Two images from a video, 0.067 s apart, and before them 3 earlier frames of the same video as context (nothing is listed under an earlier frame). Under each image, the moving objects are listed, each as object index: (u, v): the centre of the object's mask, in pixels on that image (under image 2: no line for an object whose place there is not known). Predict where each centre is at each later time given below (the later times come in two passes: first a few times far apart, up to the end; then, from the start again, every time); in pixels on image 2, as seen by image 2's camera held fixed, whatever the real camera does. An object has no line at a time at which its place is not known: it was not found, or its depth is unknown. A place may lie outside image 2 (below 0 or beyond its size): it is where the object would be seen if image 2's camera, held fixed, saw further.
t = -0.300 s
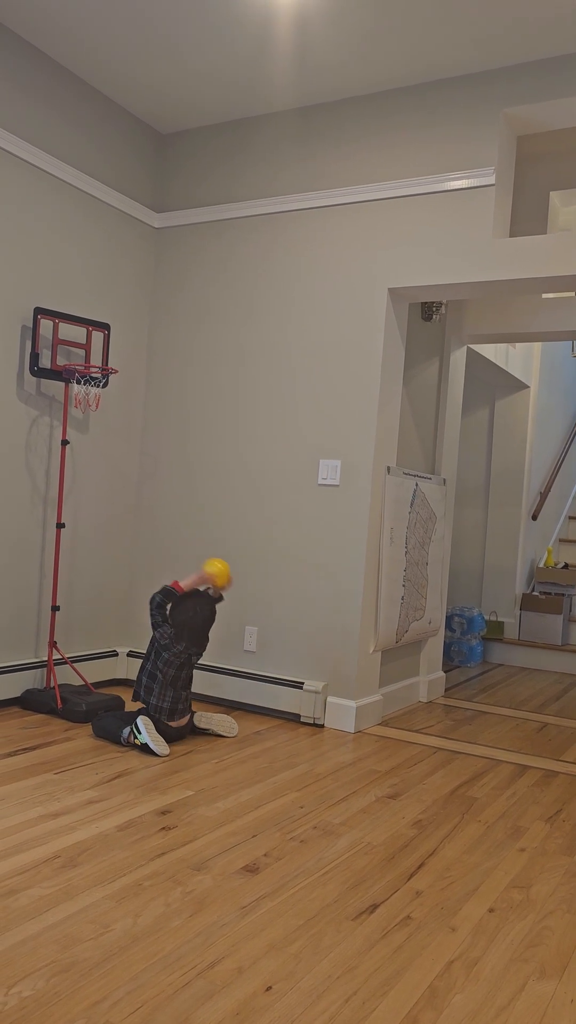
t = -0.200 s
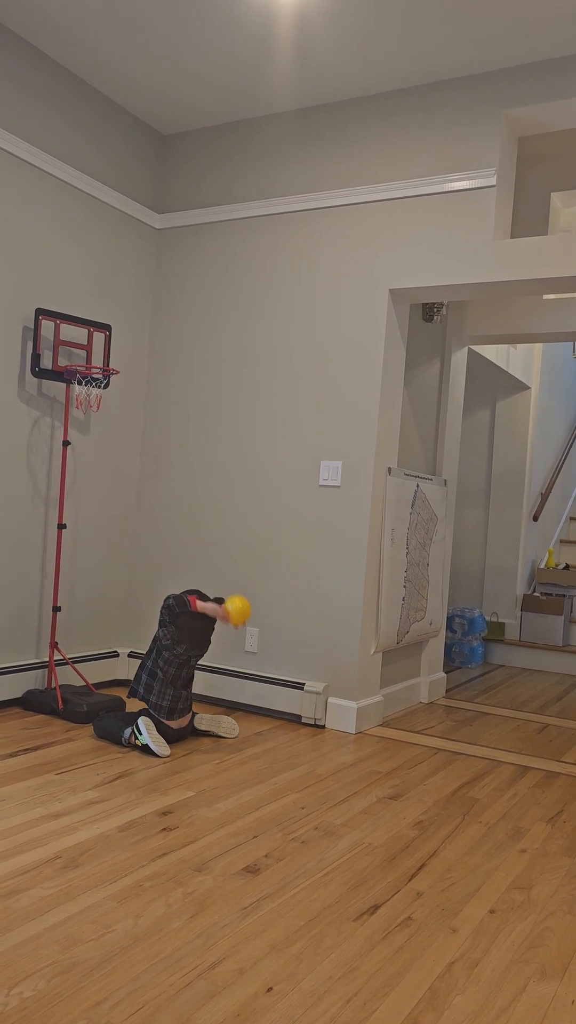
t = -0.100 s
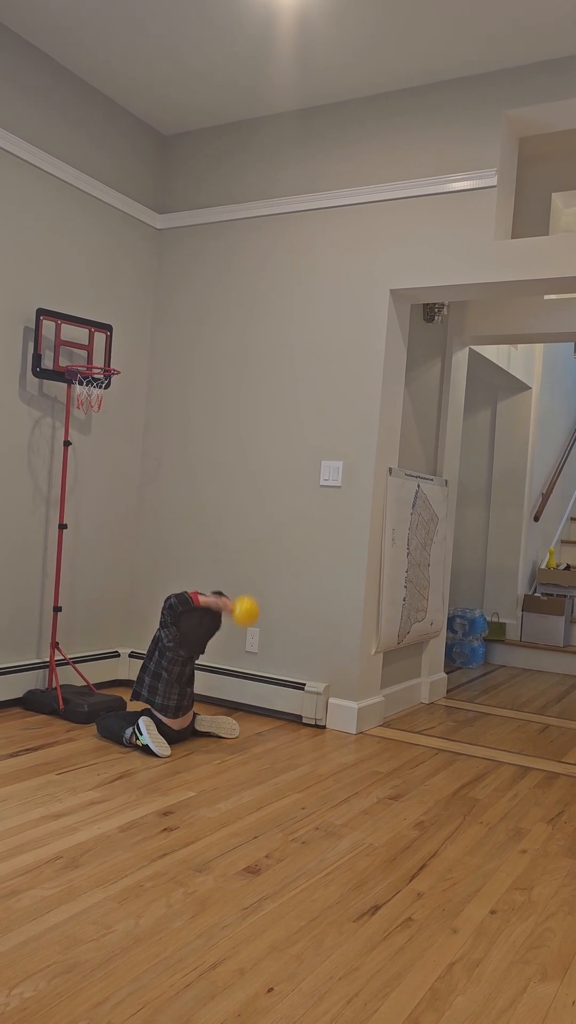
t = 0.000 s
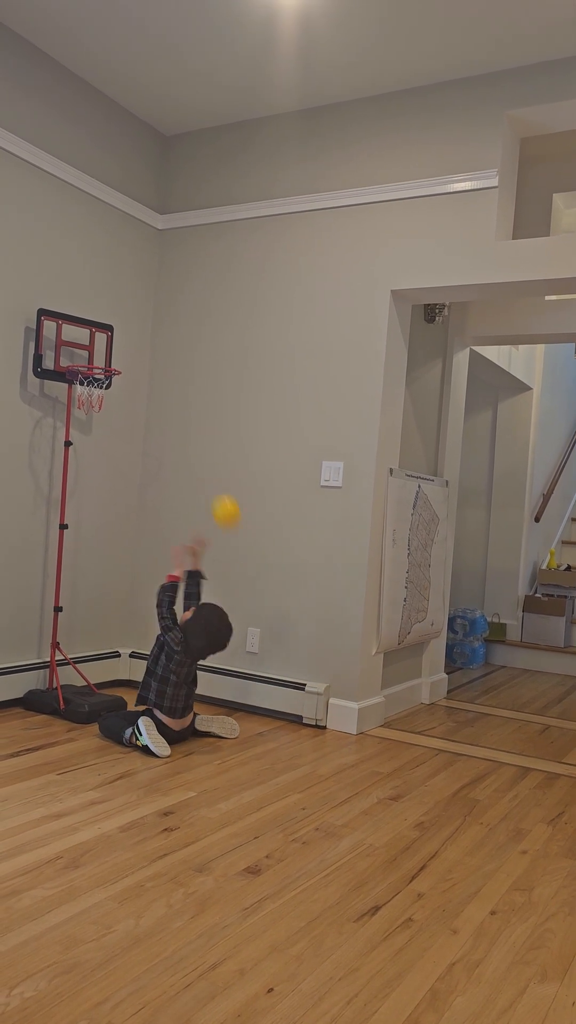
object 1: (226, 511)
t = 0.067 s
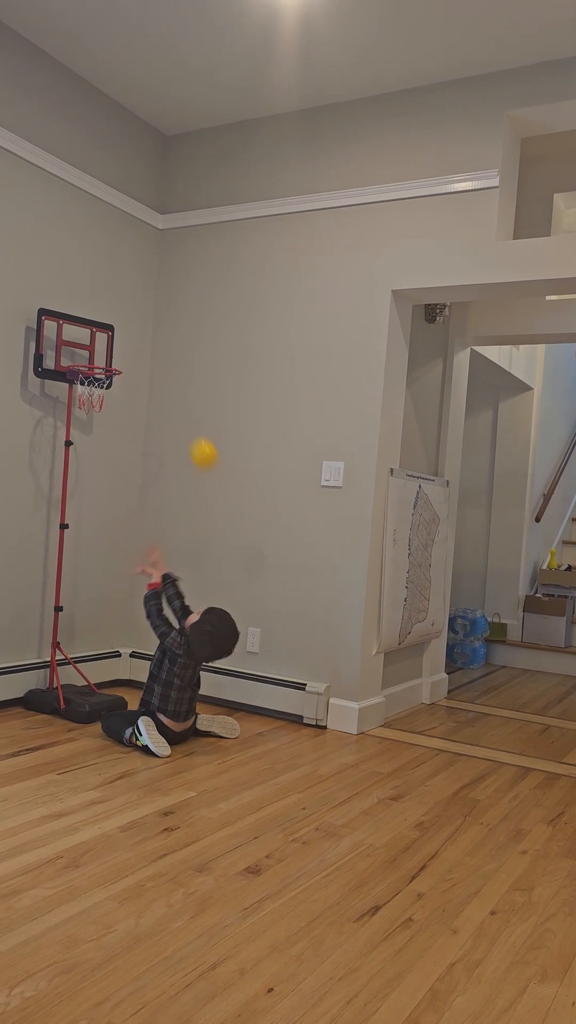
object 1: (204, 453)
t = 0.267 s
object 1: (140, 356)
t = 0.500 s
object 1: (139, 365)
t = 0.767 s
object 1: (187, 517)
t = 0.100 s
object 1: (193, 430)
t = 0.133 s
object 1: (181, 410)
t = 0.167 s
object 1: (170, 393)
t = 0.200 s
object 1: (160, 378)
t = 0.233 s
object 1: (150, 366)
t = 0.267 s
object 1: (140, 356)
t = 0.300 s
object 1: (130, 350)
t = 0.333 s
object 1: (121, 345)
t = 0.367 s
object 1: (113, 343)
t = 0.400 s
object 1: (118, 345)
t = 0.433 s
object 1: (126, 349)
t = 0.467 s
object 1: (133, 356)
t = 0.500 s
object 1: (139, 365)
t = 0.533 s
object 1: (147, 375)
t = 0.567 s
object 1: (153, 389)
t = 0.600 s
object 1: (159, 404)
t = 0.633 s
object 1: (165, 421)
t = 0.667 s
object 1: (171, 442)
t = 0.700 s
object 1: (177, 464)
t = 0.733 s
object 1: (182, 489)
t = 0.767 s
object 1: (187, 517)
